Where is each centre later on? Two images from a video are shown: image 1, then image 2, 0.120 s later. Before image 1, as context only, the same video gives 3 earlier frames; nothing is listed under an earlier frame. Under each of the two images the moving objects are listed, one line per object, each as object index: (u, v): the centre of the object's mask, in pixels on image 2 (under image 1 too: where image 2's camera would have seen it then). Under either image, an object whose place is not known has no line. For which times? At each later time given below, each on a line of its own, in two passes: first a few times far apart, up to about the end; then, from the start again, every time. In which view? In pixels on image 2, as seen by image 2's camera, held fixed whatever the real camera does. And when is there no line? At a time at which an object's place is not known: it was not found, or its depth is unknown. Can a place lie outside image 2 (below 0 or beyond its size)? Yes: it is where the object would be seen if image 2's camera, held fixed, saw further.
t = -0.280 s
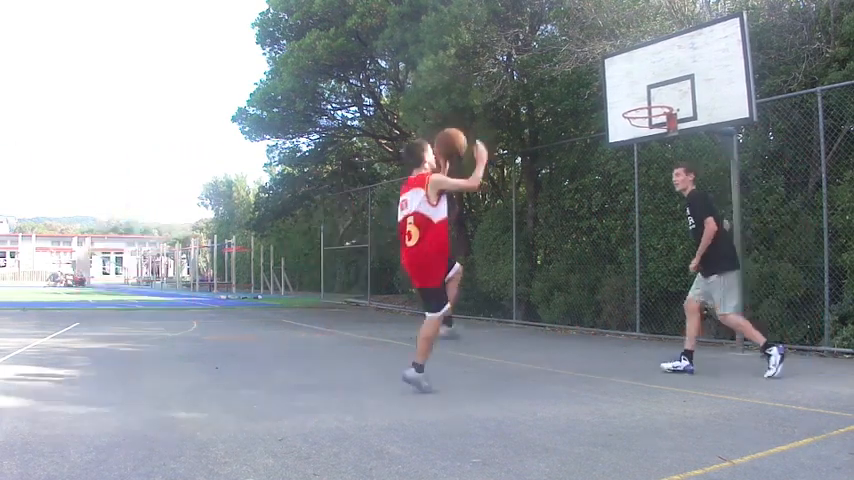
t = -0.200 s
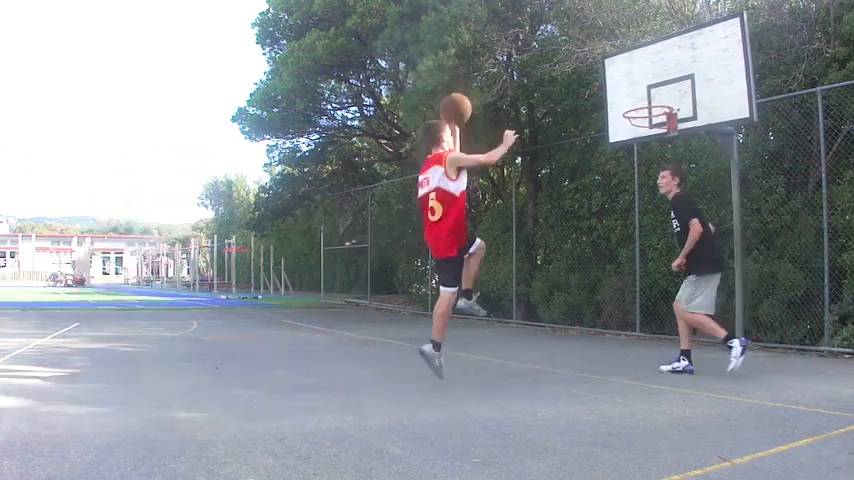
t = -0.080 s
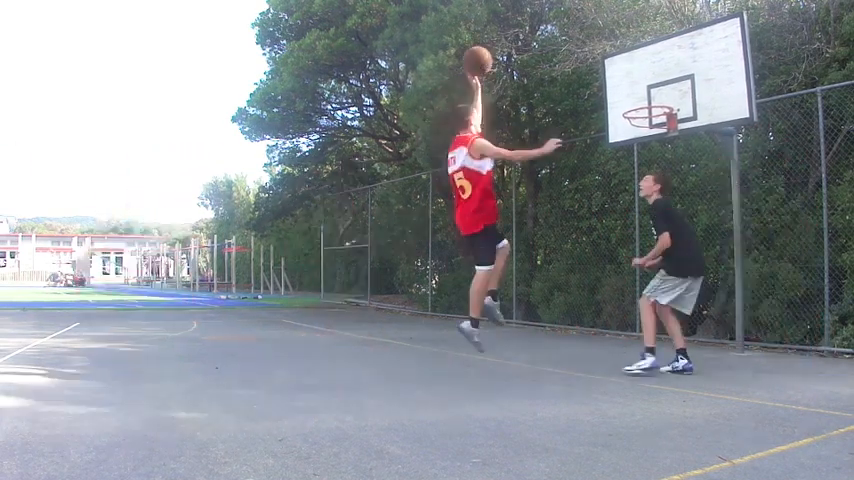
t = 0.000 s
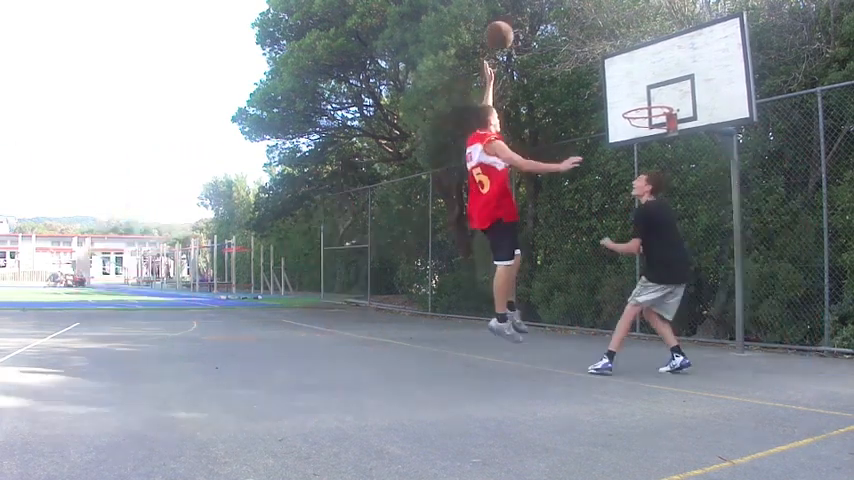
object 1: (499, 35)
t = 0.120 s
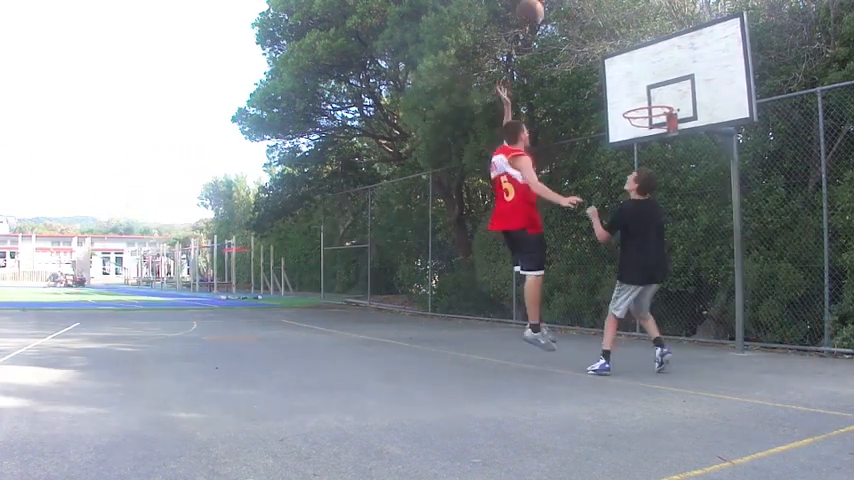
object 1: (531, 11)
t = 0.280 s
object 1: (569, 9)
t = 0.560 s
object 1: (632, 58)
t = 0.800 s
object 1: (655, 74)
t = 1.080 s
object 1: (643, 55)
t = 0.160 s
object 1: (541, 8)
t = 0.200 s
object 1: (551, 8)
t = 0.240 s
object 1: (559, 8)
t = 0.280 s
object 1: (569, 9)
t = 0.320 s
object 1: (579, 10)
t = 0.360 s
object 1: (587, 13)
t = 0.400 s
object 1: (597, 20)
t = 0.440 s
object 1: (604, 26)
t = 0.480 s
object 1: (615, 37)
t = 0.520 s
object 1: (622, 47)
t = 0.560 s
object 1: (632, 58)
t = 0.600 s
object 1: (641, 72)
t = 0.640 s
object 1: (650, 87)
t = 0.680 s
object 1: (658, 103)
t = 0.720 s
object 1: (658, 93)
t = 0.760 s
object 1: (657, 81)
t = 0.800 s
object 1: (655, 74)
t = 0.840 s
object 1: (652, 66)
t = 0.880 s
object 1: (651, 60)
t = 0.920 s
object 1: (649, 56)
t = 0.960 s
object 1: (647, 54)
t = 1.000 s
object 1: (646, 53)
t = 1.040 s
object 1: (644, 54)
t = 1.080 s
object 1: (643, 55)
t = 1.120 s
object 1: (642, 59)
